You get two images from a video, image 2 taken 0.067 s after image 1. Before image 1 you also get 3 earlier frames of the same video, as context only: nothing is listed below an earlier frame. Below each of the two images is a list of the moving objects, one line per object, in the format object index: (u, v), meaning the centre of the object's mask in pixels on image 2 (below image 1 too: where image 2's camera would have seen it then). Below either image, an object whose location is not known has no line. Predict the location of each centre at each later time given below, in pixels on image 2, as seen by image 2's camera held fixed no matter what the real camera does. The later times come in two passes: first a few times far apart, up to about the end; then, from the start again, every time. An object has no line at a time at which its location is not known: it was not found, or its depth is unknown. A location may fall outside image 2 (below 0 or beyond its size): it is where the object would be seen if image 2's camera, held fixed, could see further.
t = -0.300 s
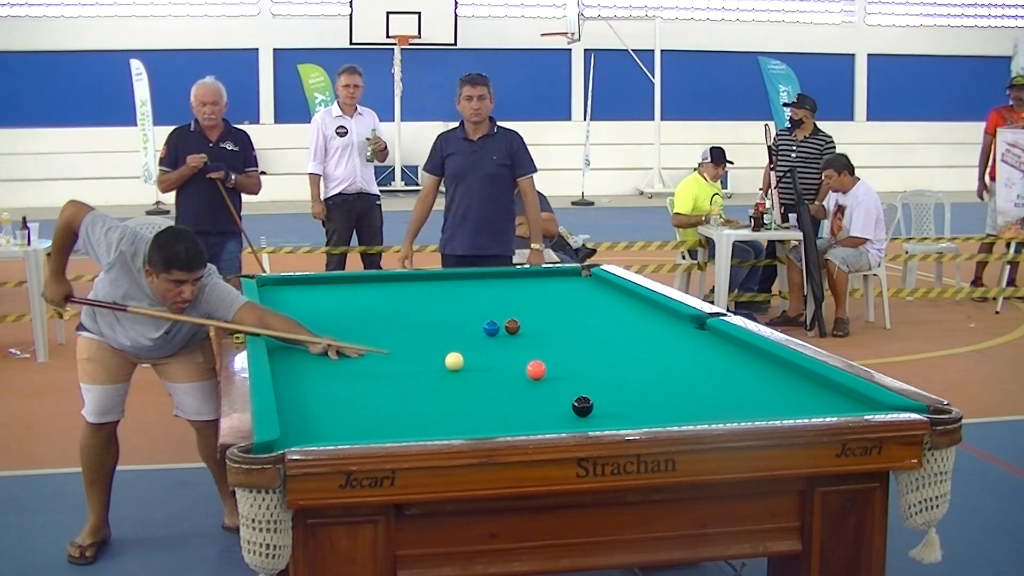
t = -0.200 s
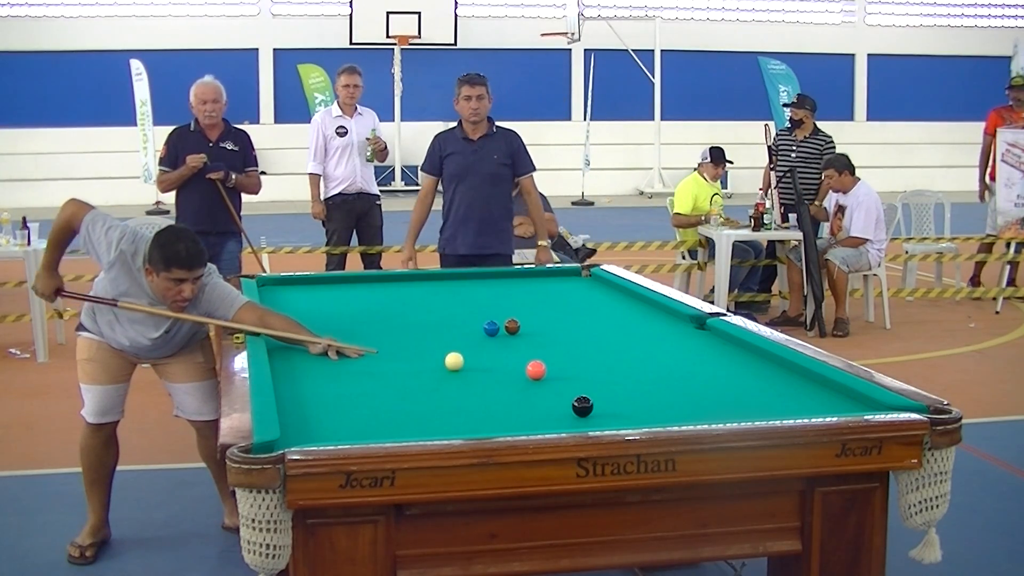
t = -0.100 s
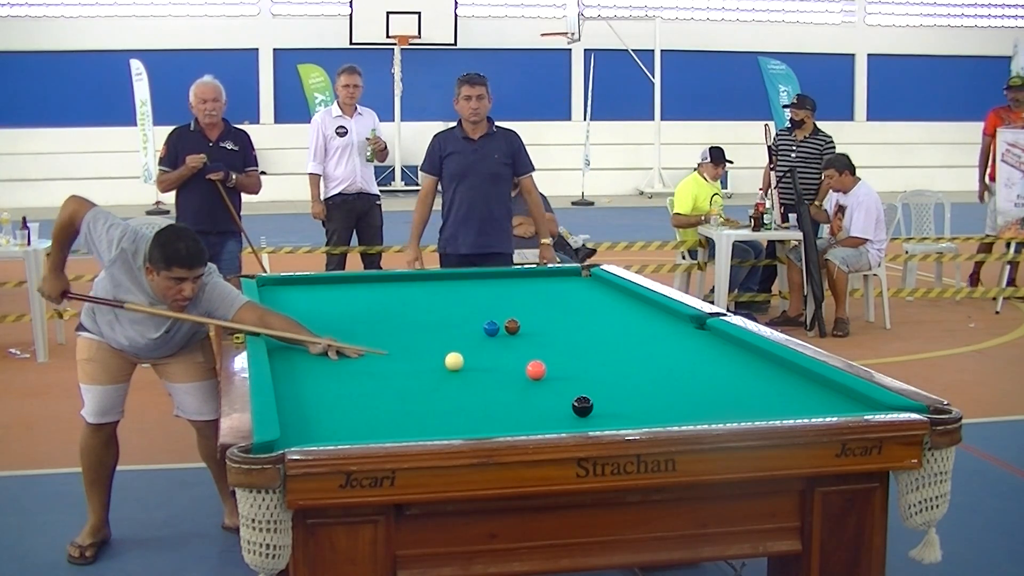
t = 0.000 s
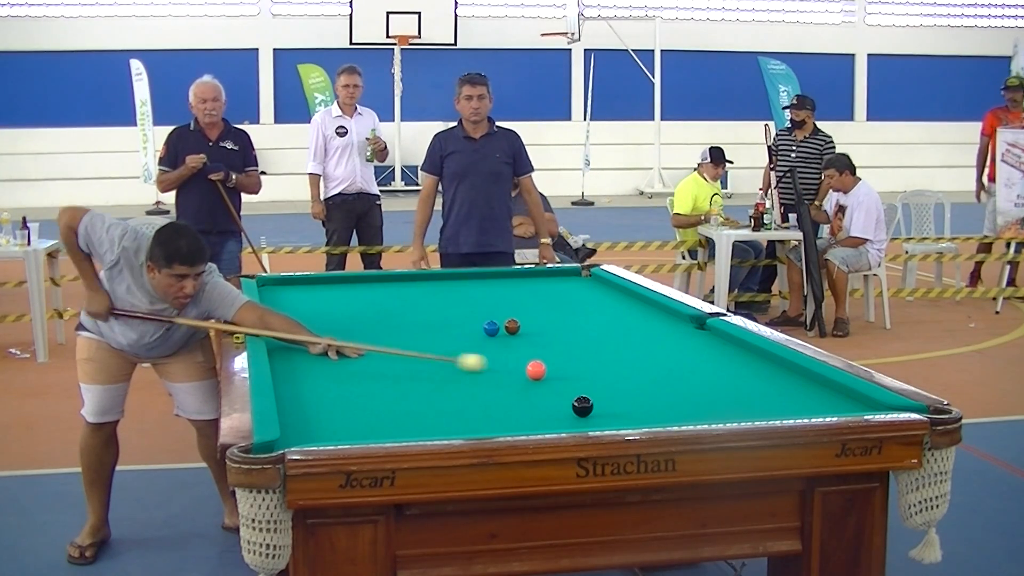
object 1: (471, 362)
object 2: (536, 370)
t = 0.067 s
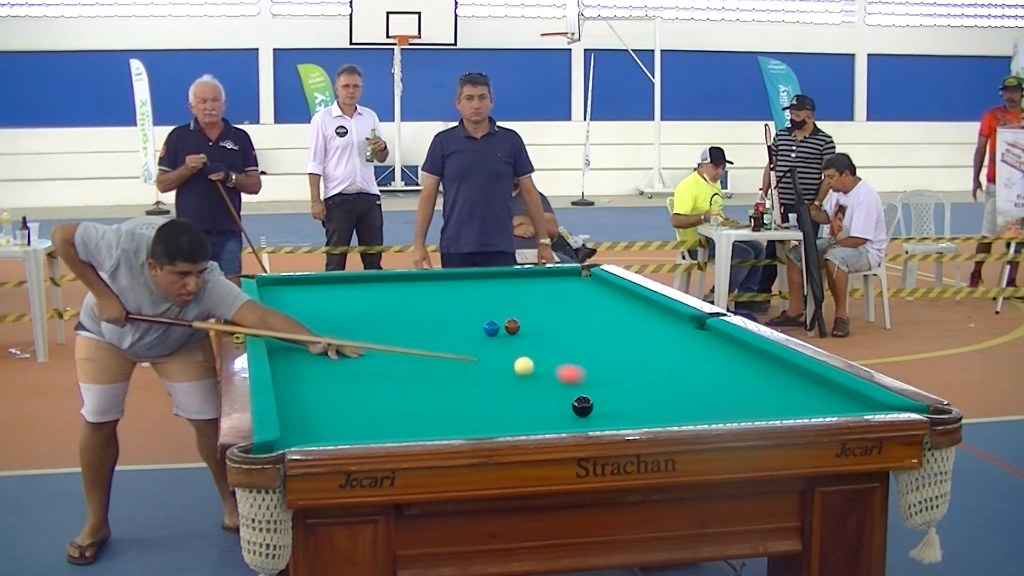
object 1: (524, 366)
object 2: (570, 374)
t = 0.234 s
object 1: (549, 365)
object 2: (775, 401)
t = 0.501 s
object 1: (589, 363)
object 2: (802, 404)
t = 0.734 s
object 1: (621, 361)
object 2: (702, 392)
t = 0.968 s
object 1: (651, 360)
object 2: (613, 381)
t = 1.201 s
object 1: (678, 358)
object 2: (532, 371)
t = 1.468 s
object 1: (706, 356)
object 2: (450, 361)
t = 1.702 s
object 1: (728, 355)
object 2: (385, 352)
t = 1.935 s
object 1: (748, 354)
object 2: (327, 345)
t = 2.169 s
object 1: (758, 354)
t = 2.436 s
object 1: (746, 353)
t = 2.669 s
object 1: (739, 352)
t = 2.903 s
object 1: (733, 352)
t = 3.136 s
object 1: (729, 352)
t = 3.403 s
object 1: (729, 352)
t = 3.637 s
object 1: (730, 352)
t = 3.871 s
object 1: (731, 352)
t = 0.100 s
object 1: (528, 367)
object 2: (610, 379)
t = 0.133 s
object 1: (533, 367)
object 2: (650, 384)
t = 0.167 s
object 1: (538, 366)
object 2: (691, 390)
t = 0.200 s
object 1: (544, 366)
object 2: (732, 395)
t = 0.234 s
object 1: (549, 365)
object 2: (775, 401)
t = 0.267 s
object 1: (554, 365)
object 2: (817, 405)
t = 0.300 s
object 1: (559, 365)
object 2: (860, 407)
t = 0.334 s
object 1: (564, 365)
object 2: (889, 406)
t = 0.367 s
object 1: (570, 364)
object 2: (877, 407)
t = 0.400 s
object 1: (575, 364)
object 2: (856, 407)
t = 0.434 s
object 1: (579, 364)
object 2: (837, 406)
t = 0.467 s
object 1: (584, 364)
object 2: (819, 405)
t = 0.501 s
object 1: (589, 363)
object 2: (802, 404)
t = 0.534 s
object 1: (594, 363)
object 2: (786, 402)
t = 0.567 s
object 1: (599, 363)
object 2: (771, 401)
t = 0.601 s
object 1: (603, 362)
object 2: (757, 399)
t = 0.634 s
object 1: (608, 362)
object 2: (743, 397)
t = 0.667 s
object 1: (612, 362)
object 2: (729, 395)
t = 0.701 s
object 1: (617, 362)
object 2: (715, 394)
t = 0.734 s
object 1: (621, 361)
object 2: (702, 392)
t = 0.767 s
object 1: (626, 361)
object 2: (689, 391)
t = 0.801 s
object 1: (630, 361)
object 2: (676, 389)
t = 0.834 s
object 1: (634, 361)
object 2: (662, 387)
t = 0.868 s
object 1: (638, 360)
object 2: (650, 386)
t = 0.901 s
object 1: (643, 360)
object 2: (637, 384)
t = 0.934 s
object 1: (647, 360)
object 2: (625, 383)
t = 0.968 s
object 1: (651, 360)
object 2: (613, 381)
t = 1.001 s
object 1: (655, 359)
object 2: (600, 380)
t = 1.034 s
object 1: (659, 359)
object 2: (589, 378)
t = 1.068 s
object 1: (663, 359)
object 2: (577, 377)
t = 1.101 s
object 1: (667, 359)
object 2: (566, 375)
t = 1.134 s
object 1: (671, 359)
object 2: (554, 374)
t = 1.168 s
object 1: (675, 358)
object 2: (543, 372)
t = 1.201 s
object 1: (678, 358)
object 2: (532, 371)
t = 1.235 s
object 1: (682, 358)
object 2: (522, 370)
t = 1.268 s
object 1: (685, 358)
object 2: (511, 368)
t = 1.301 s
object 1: (689, 358)
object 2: (500, 367)
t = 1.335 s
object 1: (693, 357)
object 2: (490, 366)
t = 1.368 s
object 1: (696, 357)
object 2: (480, 364)
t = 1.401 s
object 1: (700, 357)
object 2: (470, 363)
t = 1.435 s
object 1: (703, 357)
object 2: (460, 362)
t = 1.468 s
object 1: (706, 356)
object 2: (450, 361)
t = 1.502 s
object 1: (709, 356)
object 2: (440, 359)
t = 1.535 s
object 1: (712, 356)
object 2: (431, 358)
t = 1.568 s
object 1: (716, 356)
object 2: (421, 357)
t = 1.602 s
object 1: (719, 356)
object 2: (412, 355)
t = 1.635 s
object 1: (722, 356)
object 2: (403, 354)
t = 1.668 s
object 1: (725, 356)
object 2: (394, 353)
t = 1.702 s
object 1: (728, 355)
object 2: (385, 352)
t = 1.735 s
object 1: (731, 355)
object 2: (376, 351)
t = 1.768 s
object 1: (733, 355)
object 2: (368, 350)
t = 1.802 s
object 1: (736, 355)
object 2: (359, 349)
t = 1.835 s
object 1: (739, 355)
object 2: (351, 348)
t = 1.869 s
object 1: (742, 355)
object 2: (343, 347)
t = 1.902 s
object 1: (745, 355)
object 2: (335, 346)
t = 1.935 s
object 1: (748, 354)
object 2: (327, 345)
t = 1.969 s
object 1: (750, 354)
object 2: (319, 344)
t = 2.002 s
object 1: (753, 354)
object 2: (311, 343)
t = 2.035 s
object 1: (755, 354)
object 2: (303, 342)
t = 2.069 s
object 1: (758, 354)
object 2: (296, 341)
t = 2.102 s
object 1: (760, 354)
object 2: (289, 340)
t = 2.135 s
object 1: (759, 354)
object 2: (281, 339)
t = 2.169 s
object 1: (758, 354)
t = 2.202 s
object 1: (756, 353)
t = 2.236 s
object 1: (755, 353)
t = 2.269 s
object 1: (753, 353)
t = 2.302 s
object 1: (752, 353)
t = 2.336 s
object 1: (750, 353)
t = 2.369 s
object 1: (749, 353)
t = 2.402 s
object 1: (748, 353)
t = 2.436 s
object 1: (746, 353)
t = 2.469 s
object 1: (745, 353)
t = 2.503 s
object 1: (744, 352)
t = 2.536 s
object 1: (743, 353)
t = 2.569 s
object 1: (742, 352)
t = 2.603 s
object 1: (741, 352)
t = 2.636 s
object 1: (740, 352)
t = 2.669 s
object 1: (739, 352)
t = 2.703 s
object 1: (738, 352)
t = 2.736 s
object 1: (737, 352)
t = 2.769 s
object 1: (736, 352)
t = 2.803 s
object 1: (735, 352)
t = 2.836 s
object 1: (735, 352)
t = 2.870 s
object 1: (734, 352)
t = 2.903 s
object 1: (733, 352)
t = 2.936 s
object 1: (732, 352)
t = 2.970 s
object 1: (732, 352)
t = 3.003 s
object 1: (731, 352)
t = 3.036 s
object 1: (731, 352)
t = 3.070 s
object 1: (730, 352)
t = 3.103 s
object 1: (730, 352)
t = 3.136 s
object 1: (729, 352)
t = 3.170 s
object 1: (729, 352)
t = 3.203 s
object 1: (729, 352)
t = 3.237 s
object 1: (729, 352)
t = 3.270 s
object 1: (729, 352)
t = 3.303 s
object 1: (729, 352)
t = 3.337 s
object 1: (729, 352)
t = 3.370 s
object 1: (729, 352)
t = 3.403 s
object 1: (729, 352)
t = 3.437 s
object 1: (729, 352)
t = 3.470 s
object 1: (730, 352)
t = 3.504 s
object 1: (730, 351)
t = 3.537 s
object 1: (730, 352)
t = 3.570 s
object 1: (730, 352)
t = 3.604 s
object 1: (730, 352)
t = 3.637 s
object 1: (730, 352)
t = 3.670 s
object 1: (730, 352)
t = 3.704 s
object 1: (730, 352)
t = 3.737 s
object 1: (730, 352)
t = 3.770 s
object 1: (731, 352)
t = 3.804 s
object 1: (730, 352)
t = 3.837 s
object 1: (731, 352)
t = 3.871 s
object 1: (731, 352)
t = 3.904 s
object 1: (730, 352)
